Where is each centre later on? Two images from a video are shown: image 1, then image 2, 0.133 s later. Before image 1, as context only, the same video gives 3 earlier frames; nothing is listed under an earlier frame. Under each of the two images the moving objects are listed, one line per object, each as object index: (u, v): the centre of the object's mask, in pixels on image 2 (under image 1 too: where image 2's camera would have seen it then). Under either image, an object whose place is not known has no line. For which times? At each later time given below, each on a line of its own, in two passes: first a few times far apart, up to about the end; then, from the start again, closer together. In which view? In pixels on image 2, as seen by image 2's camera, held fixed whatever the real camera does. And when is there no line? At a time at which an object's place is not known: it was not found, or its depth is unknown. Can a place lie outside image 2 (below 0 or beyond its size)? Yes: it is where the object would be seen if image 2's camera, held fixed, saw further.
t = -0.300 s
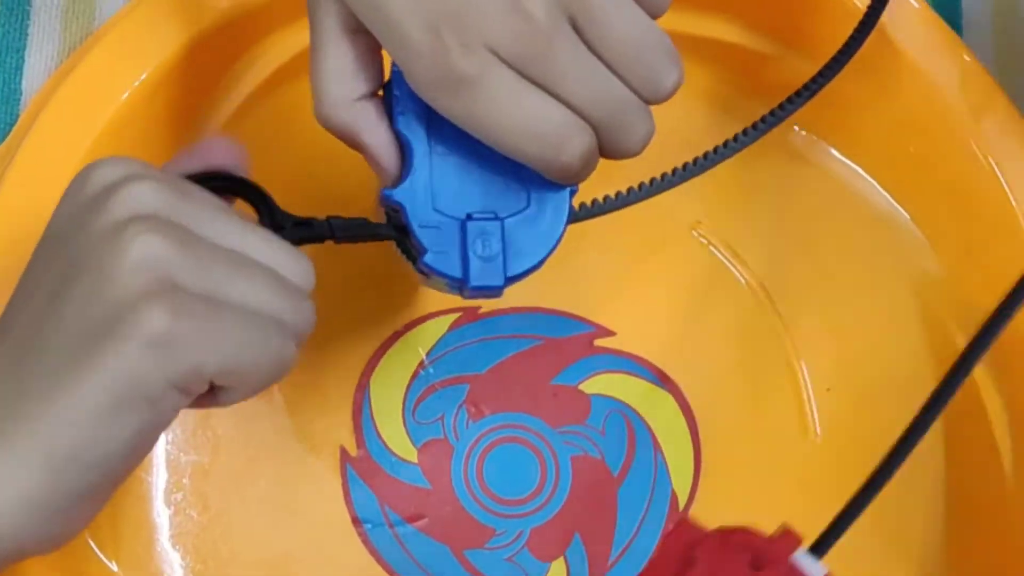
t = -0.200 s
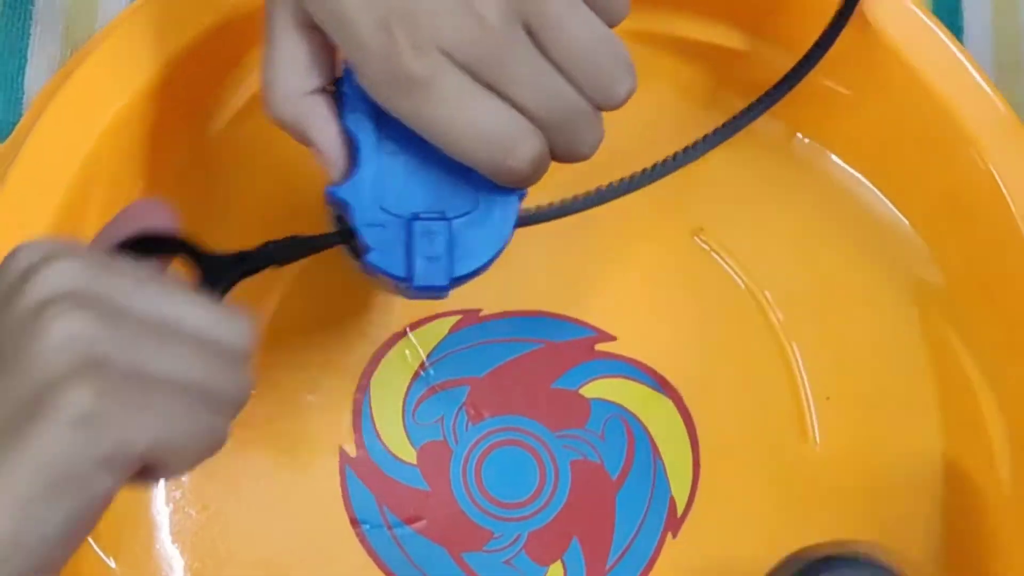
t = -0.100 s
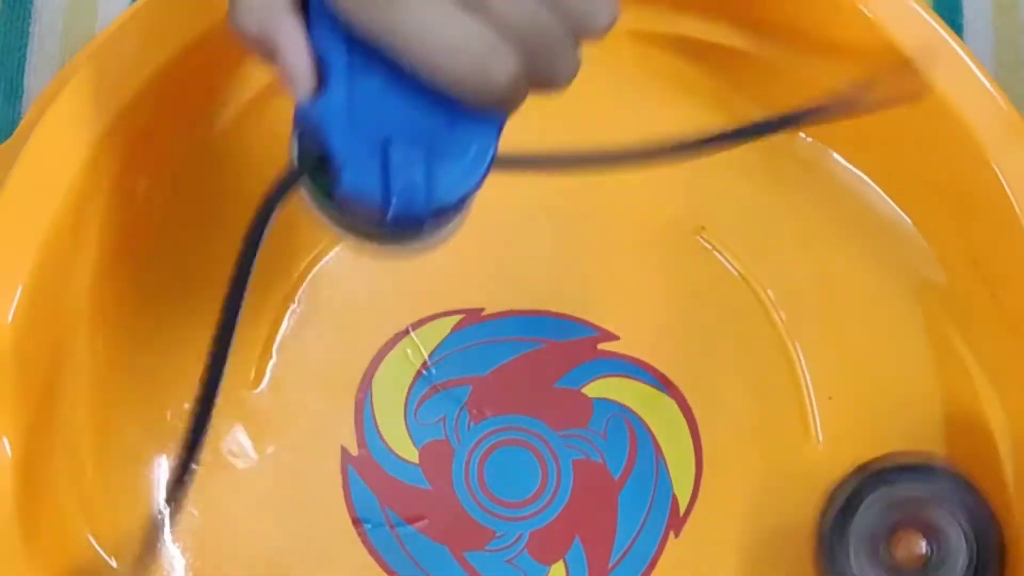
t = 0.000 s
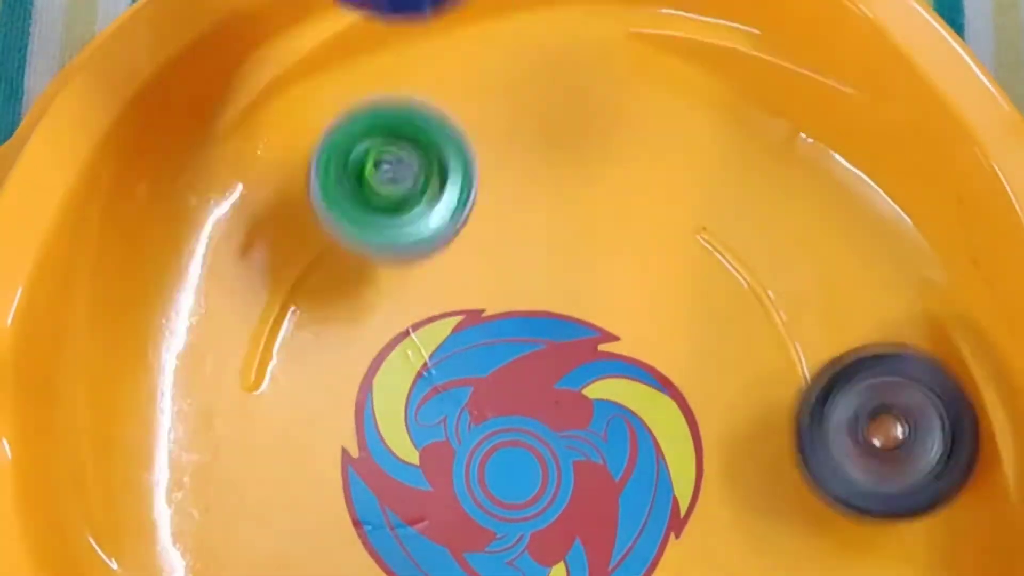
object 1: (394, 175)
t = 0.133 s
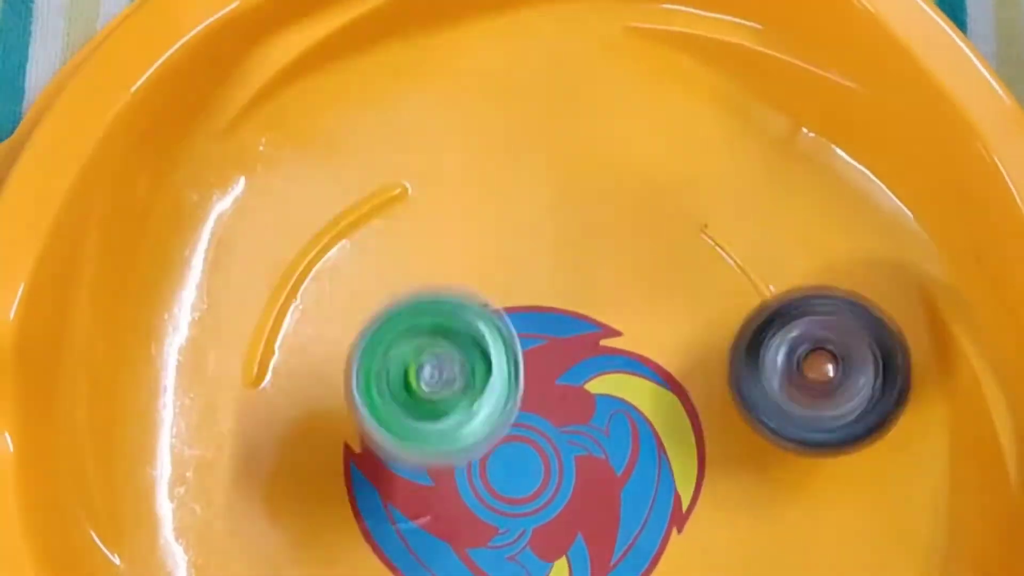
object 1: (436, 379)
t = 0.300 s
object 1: (582, 537)
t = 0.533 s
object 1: (861, 399)
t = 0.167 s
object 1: (450, 445)
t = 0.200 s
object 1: (468, 510)
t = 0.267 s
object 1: (540, 534)
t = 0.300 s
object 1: (582, 537)
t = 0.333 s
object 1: (624, 542)
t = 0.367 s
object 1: (656, 548)
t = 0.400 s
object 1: (714, 534)
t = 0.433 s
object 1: (764, 524)
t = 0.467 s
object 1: (804, 502)
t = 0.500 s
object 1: (840, 455)
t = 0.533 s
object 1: (861, 399)
